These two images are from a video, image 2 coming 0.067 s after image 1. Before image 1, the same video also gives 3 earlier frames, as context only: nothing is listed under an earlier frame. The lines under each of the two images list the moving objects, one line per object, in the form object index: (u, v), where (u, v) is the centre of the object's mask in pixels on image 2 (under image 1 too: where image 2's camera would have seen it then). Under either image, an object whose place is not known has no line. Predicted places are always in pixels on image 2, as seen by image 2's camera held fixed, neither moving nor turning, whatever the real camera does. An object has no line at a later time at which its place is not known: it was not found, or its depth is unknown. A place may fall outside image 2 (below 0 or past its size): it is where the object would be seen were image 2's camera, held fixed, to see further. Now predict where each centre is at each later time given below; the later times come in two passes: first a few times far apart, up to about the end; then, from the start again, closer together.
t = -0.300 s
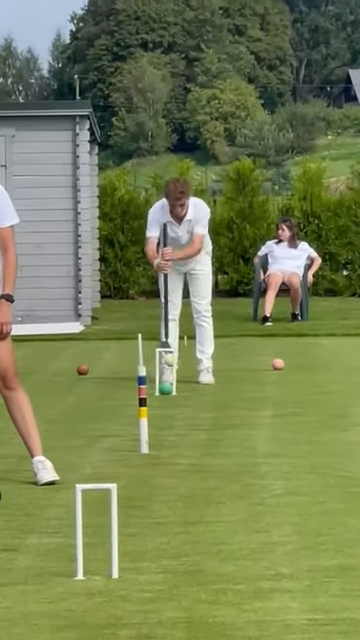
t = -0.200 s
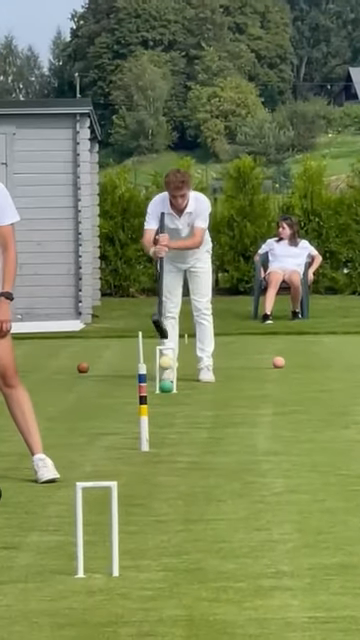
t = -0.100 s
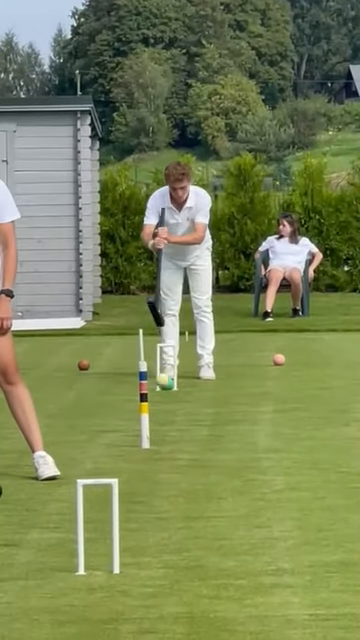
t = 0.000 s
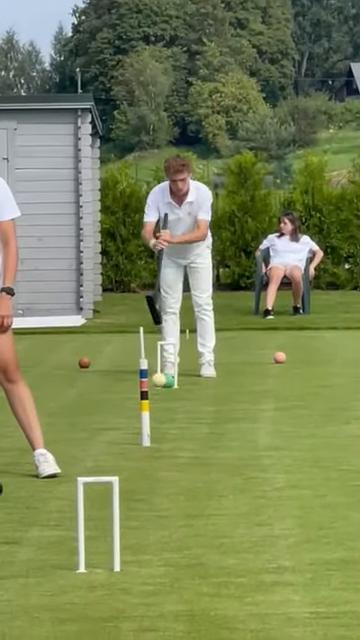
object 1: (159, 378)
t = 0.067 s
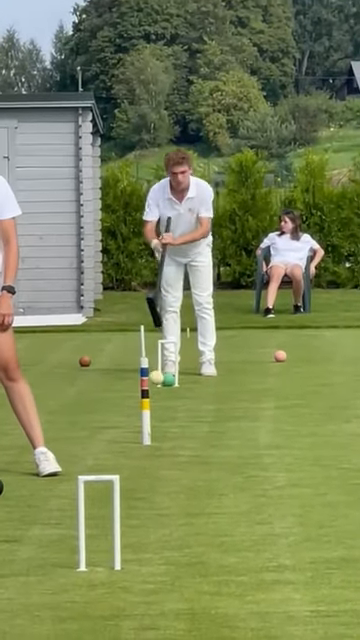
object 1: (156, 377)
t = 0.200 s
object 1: (153, 393)
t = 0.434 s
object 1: (137, 402)
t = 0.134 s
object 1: (154, 384)
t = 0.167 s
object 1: (153, 389)
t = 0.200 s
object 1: (153, 393)
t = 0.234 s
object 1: (151, 390)
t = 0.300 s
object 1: (140, 387)
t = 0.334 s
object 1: (139, 390)
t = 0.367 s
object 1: (139, 395)
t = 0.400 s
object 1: (137, 401)
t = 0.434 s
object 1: (137, 402)
